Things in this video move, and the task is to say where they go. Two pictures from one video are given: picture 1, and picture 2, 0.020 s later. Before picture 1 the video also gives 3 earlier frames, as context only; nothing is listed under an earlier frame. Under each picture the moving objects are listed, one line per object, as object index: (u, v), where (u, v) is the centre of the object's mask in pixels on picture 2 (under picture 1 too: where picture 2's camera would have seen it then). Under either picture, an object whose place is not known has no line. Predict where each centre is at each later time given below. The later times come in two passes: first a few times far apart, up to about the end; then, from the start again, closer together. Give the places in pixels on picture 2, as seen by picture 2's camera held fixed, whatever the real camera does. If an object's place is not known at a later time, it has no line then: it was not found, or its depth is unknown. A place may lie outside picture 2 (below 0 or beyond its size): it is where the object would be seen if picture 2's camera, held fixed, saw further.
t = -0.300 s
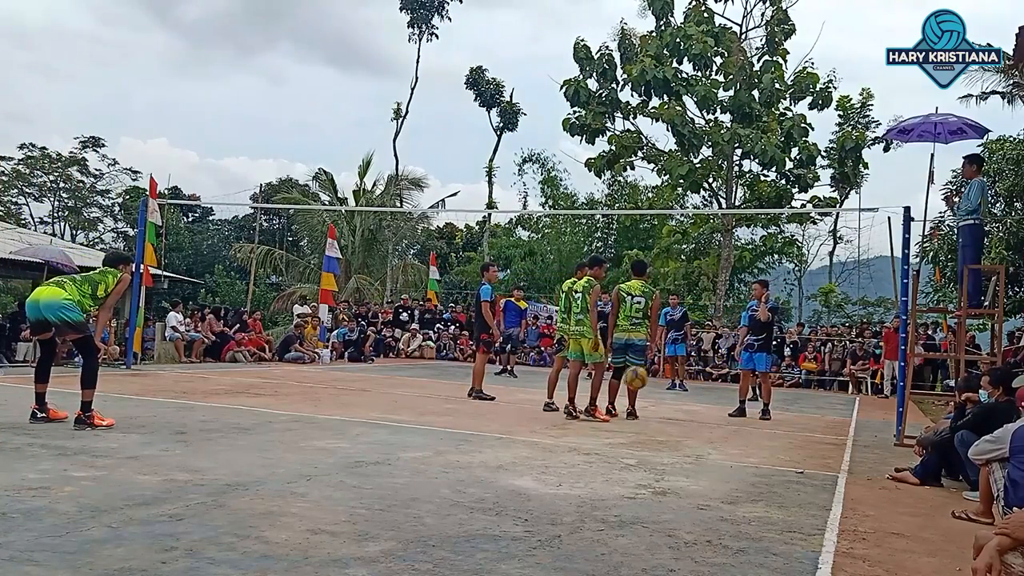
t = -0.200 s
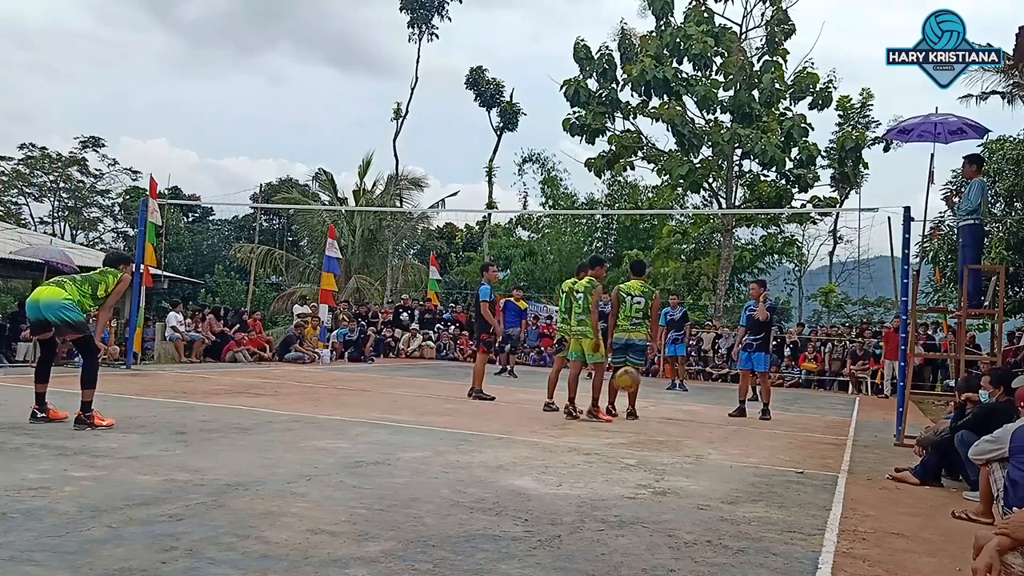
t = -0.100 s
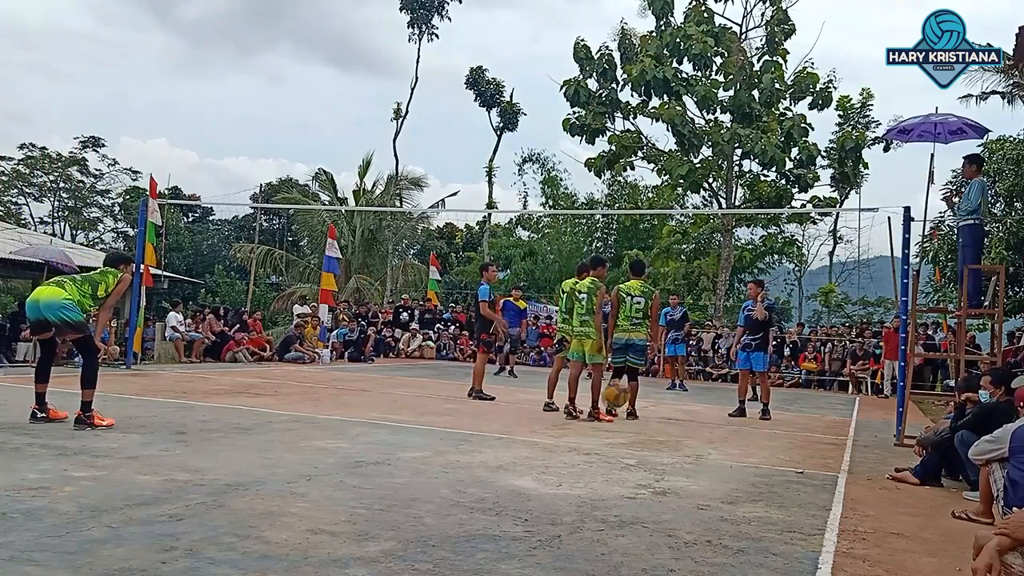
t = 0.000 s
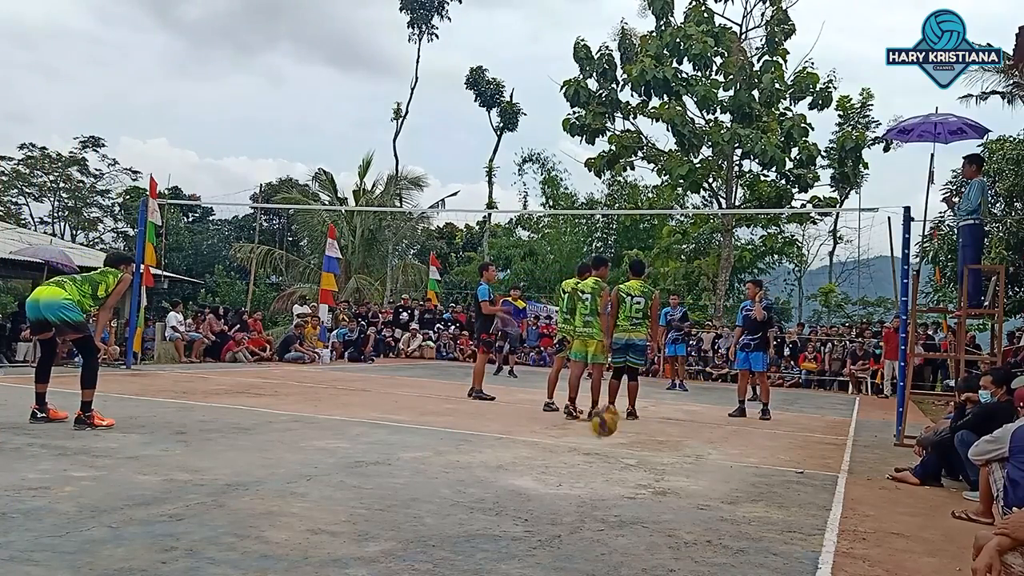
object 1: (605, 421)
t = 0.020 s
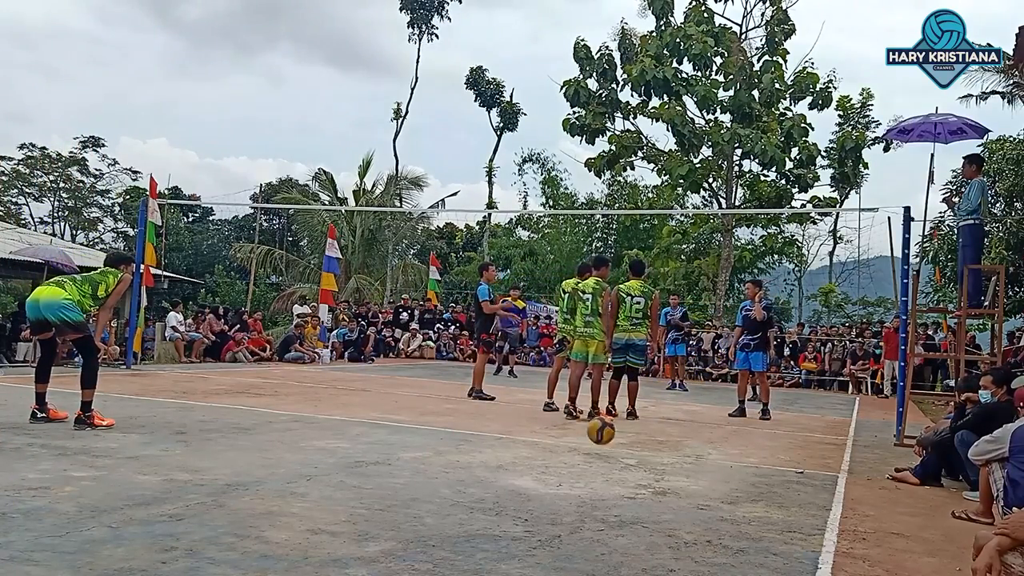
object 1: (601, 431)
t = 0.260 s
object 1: (574, 408)
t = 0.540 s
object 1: (526, 464)
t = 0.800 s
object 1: (470, 445)
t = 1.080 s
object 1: (361, 556)
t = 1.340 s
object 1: (162, 557)
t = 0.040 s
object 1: (598, 438)
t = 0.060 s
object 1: (596, 444)
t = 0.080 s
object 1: (594, 438)
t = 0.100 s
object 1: (591, 434)
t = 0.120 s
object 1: (590, 429)
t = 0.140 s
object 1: (588, 425)
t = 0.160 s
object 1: (586, 421)
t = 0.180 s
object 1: (582, 417)
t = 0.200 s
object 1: (582, 416)
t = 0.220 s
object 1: (579, 412)
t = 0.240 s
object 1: (577, 410)
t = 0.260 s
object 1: (574, 408)
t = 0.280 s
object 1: (572, 407)
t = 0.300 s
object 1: (570, 407)
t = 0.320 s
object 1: (566, 408)
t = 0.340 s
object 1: (563, 410)
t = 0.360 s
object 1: (560, 411)
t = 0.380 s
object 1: (556, 414)
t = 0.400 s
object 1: (554, 416)
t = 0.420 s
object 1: (550, 420)
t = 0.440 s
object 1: (546, 425)
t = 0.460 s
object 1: (543, 431)
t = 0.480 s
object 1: (539, 438)
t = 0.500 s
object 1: (534, 446)
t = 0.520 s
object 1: (530, 455)
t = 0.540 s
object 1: (526, 464)
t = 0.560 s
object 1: (521, 475)
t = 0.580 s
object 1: (516, 483)
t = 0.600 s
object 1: (512, 488)
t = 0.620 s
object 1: (508, 479)
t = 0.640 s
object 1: (504, 473)
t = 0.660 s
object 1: (501, 468)
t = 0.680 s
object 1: (497, 463)
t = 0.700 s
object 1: (494, 457)
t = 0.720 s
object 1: (489, 453)
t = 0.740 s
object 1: (485, 450)
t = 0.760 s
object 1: (480, 447)
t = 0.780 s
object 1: (475, 446)
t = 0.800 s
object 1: (470, 445)
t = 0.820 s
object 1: (464, 446)
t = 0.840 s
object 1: (459, 446)
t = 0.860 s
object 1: (453, 448)
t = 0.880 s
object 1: (446, 451)
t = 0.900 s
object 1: (440, 455)
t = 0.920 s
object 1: (432, 462)
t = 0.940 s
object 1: (425, 469)
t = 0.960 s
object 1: (416, 479)
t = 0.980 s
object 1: (408, 490)
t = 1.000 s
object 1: (399, 501)
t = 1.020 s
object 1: (390, 516)
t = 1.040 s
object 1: (381, 529)
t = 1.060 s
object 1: (369, 547)
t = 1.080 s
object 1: (361, 556)
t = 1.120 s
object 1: (332, 566)
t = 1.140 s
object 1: (326, 563)
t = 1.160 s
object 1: (312, 560)
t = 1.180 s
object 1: (300, 557)
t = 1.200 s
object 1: (286, 553)
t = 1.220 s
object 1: (272, 552)
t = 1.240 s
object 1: (257, 551)
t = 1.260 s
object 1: (239, 550)
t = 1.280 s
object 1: (221, 550)
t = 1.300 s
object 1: (201, 552)
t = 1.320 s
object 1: (180, 555)
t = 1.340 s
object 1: (162, 557)
